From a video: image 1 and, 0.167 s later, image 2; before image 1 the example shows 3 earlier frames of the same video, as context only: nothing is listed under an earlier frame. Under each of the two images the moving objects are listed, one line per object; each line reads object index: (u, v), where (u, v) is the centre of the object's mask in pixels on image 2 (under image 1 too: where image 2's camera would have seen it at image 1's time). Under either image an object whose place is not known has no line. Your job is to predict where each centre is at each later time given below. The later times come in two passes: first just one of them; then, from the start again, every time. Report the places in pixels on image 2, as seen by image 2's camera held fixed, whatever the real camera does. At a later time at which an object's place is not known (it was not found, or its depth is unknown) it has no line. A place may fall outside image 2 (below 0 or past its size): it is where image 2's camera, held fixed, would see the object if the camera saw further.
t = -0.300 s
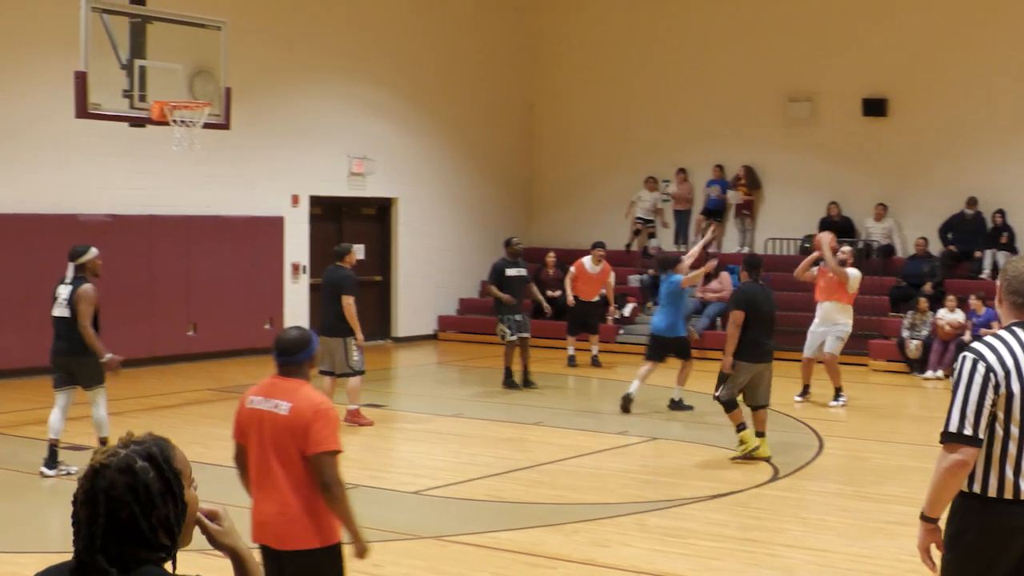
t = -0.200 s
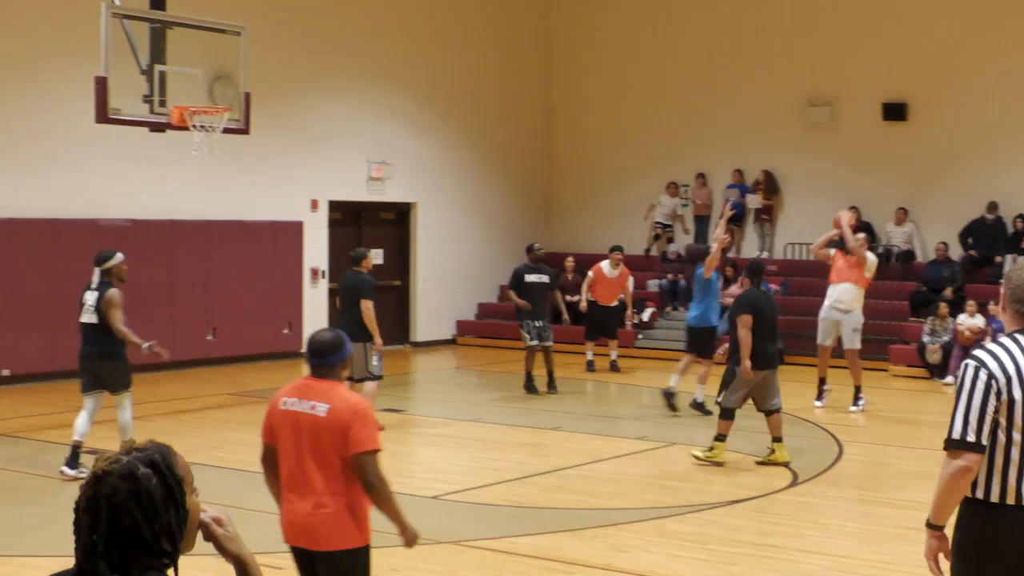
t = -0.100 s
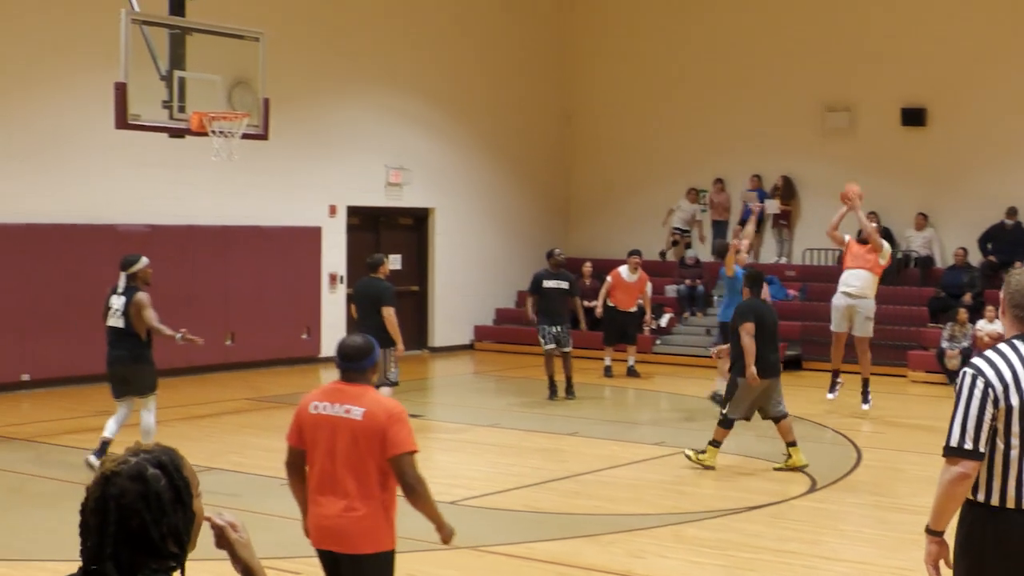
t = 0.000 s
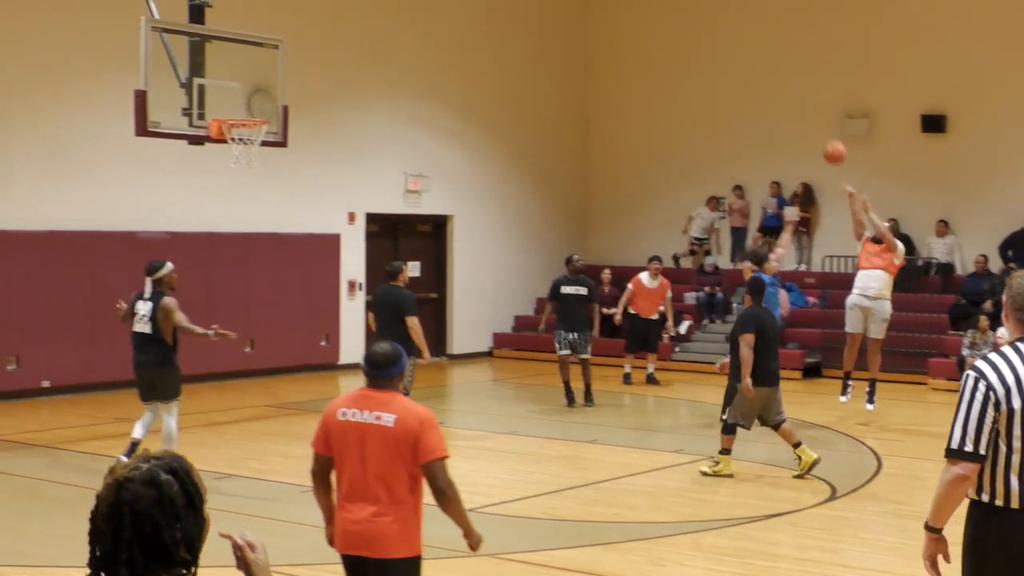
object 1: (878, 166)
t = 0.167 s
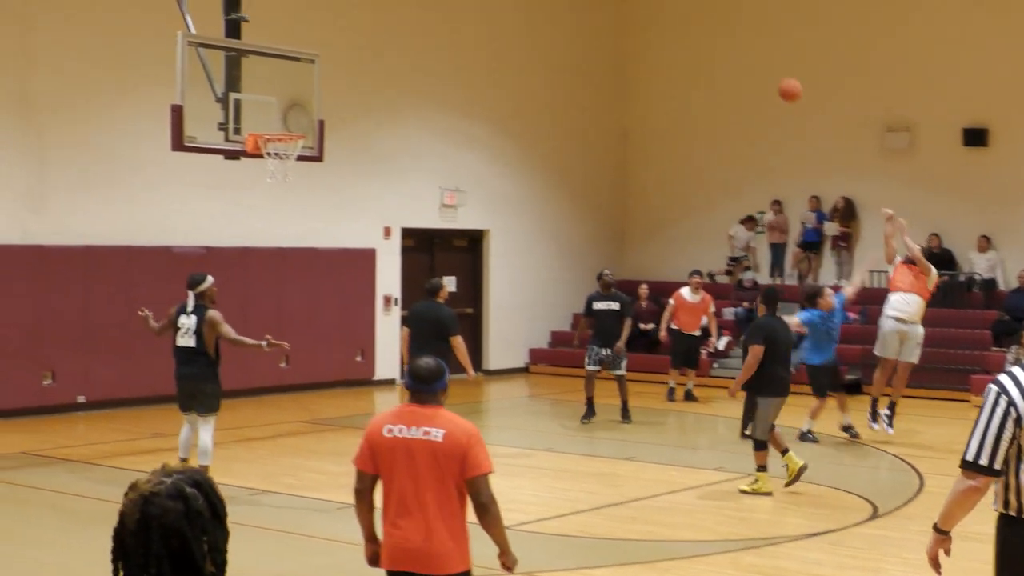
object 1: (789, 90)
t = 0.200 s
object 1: (772, 78)
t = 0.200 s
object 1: (772, 78)
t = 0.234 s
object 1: (754, 67)
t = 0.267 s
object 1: (737, 56)
